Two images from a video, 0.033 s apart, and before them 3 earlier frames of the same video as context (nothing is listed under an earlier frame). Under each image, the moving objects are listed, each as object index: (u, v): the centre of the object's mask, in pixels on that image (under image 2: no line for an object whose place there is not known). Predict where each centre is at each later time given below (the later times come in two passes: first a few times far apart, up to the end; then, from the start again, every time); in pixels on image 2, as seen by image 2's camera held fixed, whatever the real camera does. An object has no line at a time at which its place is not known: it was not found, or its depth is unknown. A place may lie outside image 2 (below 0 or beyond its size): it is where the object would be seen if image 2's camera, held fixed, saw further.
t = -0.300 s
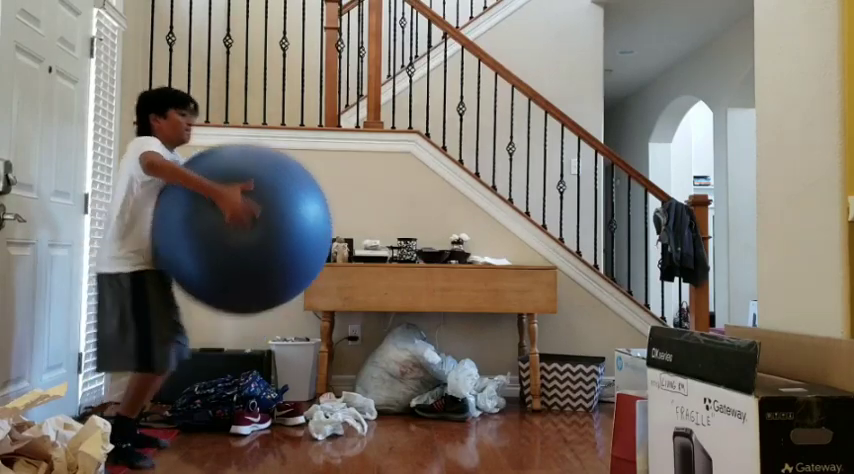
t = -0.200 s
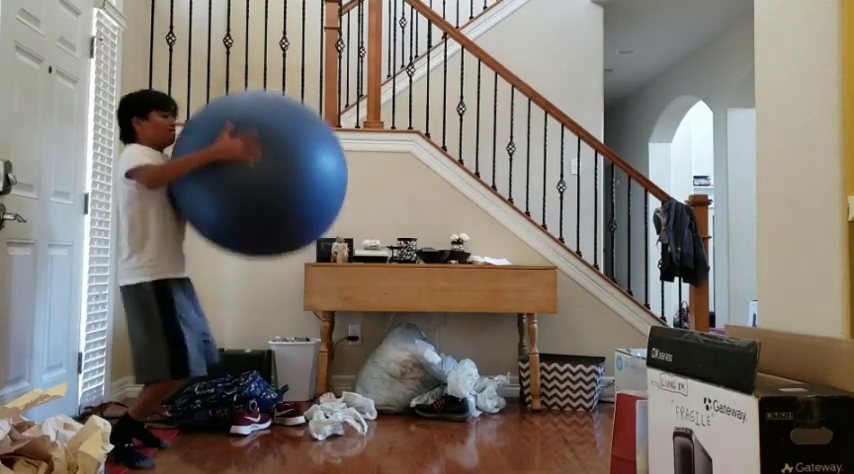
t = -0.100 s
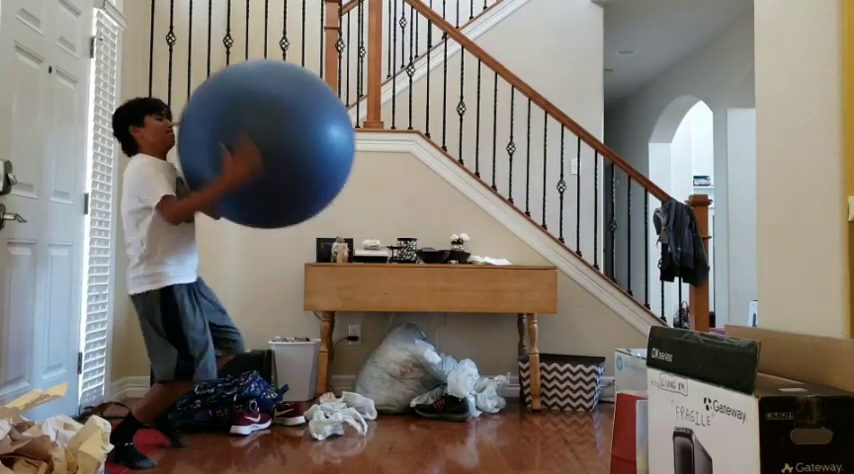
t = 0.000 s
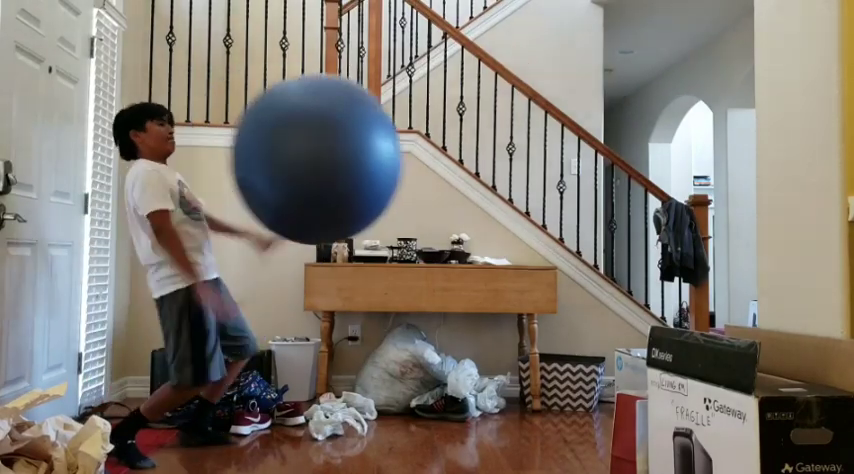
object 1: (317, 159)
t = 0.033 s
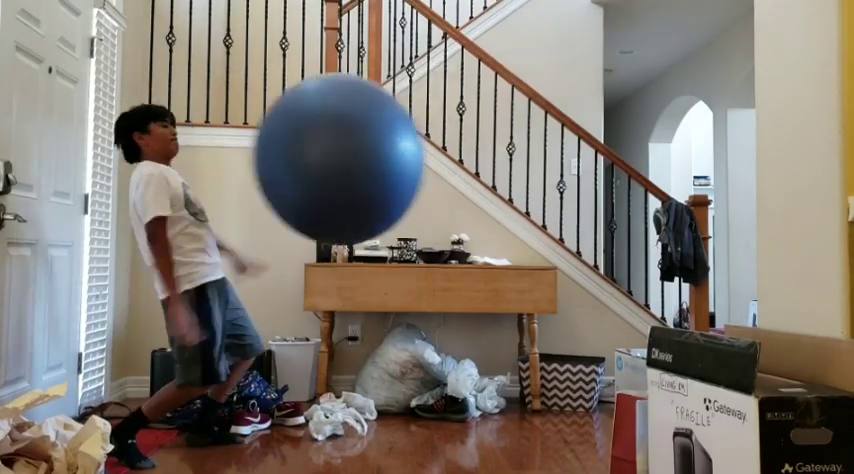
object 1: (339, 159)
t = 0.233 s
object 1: (384, 149)
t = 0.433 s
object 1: (396, 356)
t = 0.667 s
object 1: (405, 330)
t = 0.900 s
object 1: (393, 381)
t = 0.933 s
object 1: (391, 375)
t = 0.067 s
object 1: (360, 155)
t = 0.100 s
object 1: (376, 150)
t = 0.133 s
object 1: (387, 144)
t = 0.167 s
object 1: (391, 140)
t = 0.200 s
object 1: (390, 141)
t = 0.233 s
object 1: (384, 149)
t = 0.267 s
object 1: (377, 166)
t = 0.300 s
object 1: (370, 192)
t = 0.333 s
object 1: (368, 226)
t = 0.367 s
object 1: (370, 267)
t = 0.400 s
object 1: (380, 310)
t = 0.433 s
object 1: (396, 356)
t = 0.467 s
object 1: (415, 395)
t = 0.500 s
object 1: (414, 390)
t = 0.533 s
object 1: (413, 358)
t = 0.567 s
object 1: (411, 330)
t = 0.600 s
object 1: (408, 318)
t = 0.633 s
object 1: (406, 323)
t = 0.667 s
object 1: (405, 330)
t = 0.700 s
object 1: (403, 340)
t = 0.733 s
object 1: (402, 352)
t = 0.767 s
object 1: (400, 366)
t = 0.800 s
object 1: (397, 381)
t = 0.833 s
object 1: (395, 391)
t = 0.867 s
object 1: (394, 389)
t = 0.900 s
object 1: (393, 381)
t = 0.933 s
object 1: (391, 375)
